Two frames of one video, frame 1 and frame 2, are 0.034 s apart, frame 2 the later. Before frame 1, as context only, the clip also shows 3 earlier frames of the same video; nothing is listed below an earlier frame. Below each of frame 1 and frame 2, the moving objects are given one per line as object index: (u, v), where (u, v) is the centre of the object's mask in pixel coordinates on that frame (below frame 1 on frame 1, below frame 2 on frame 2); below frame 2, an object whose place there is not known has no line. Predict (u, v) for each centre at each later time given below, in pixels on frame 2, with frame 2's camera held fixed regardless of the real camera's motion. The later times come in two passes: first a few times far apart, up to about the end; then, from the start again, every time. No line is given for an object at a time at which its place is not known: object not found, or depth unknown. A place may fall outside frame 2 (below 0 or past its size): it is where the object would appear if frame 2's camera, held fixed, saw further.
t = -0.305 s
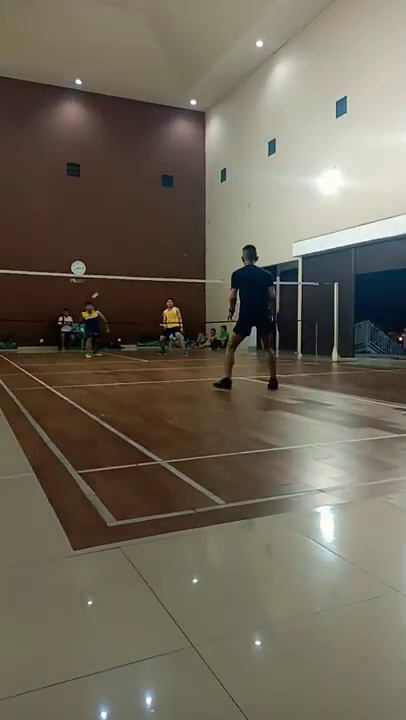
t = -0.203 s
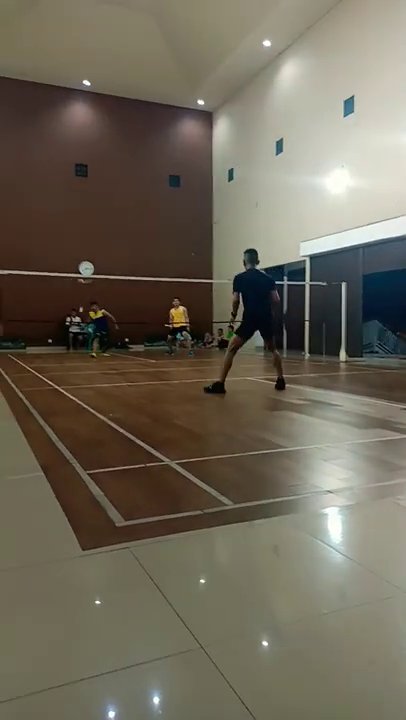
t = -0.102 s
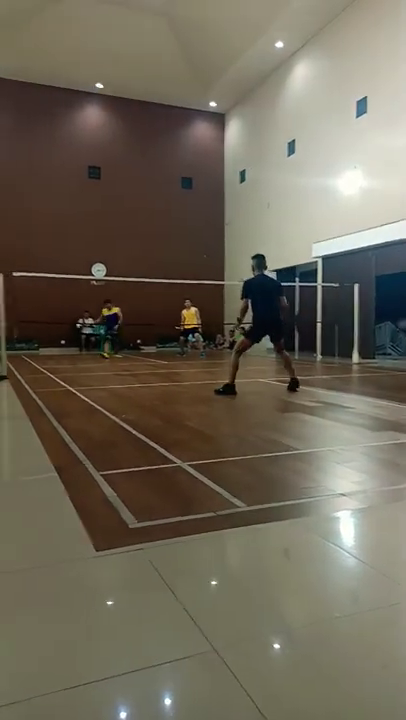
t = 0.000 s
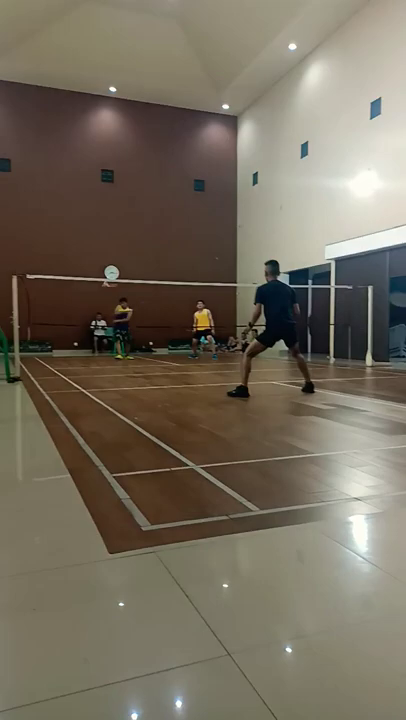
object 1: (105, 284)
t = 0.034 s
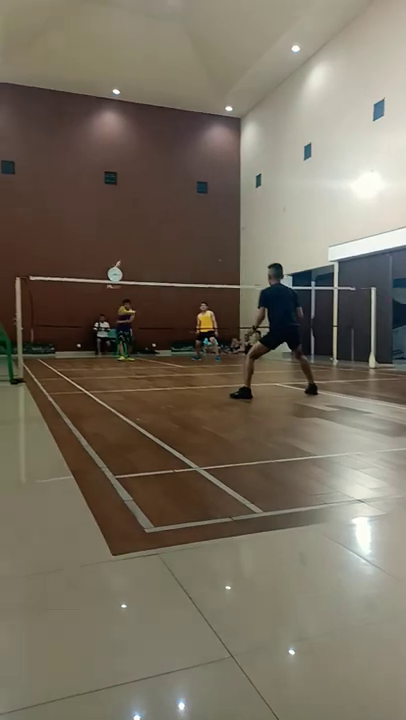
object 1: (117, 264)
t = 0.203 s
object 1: (151, 195)
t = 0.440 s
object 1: (199, 129)
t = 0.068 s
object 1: (123, 251)
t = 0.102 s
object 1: (131, 235)
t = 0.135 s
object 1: (138, 221)
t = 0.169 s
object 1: (144, 208)
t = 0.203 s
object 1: (151, 195)
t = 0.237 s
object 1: (158, 184)
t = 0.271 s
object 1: (165, 172)
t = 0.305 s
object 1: (172, 161)
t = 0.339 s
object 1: (178, 153)
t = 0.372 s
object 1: (185, 144)
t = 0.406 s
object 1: (192, 135)
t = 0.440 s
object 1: (199, 129)
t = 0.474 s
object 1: (206, 123)
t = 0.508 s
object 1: (213, 118)
